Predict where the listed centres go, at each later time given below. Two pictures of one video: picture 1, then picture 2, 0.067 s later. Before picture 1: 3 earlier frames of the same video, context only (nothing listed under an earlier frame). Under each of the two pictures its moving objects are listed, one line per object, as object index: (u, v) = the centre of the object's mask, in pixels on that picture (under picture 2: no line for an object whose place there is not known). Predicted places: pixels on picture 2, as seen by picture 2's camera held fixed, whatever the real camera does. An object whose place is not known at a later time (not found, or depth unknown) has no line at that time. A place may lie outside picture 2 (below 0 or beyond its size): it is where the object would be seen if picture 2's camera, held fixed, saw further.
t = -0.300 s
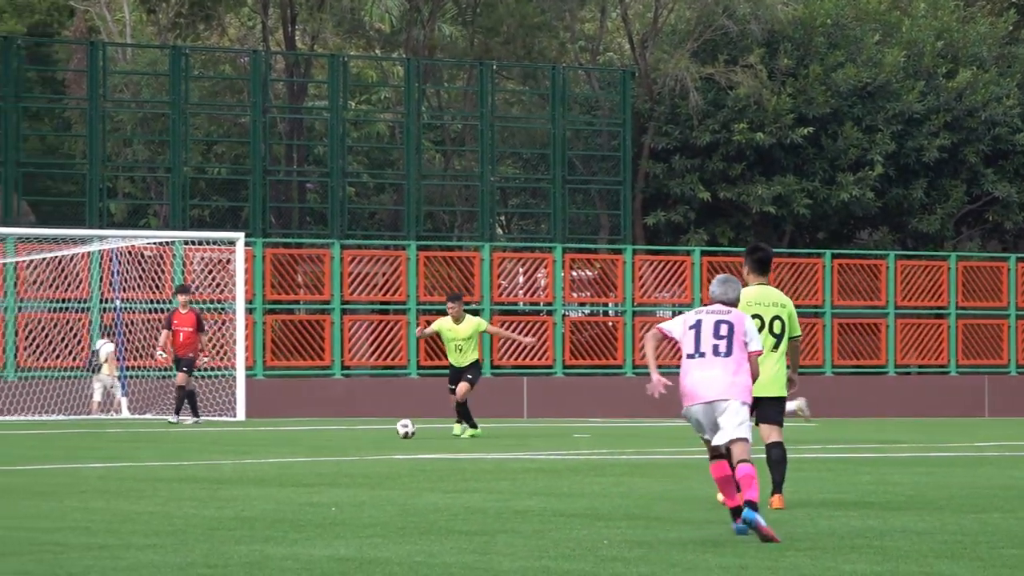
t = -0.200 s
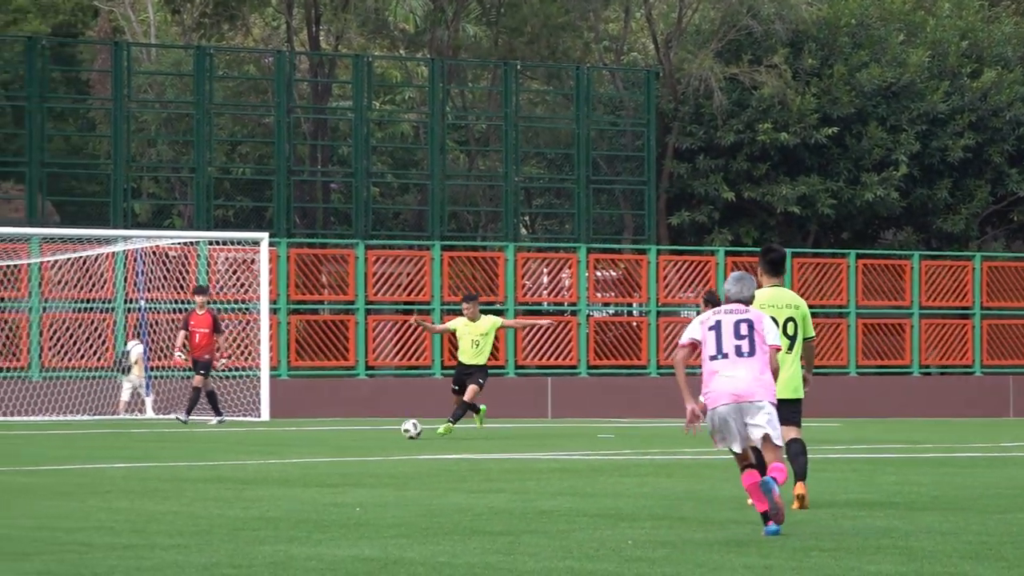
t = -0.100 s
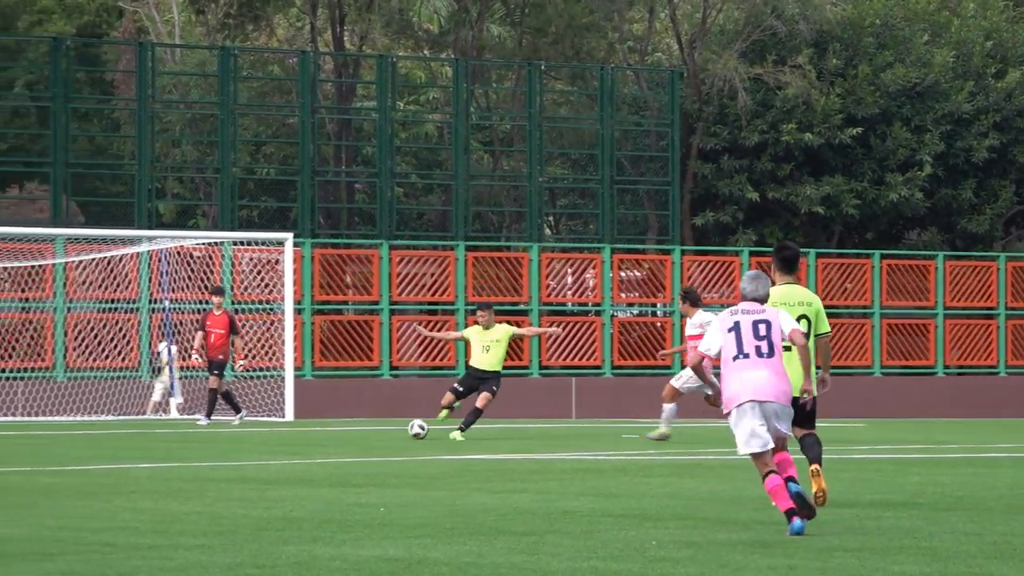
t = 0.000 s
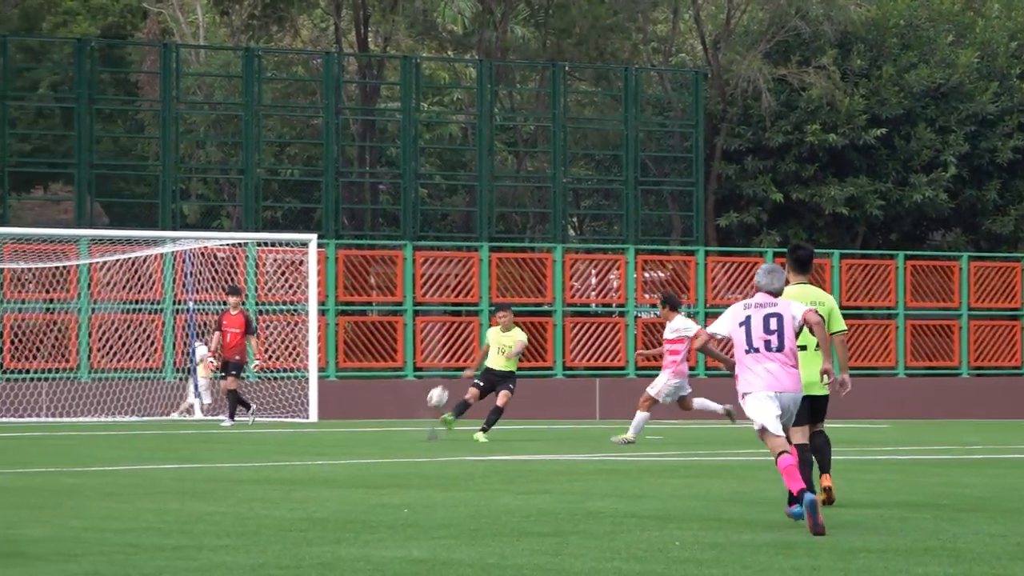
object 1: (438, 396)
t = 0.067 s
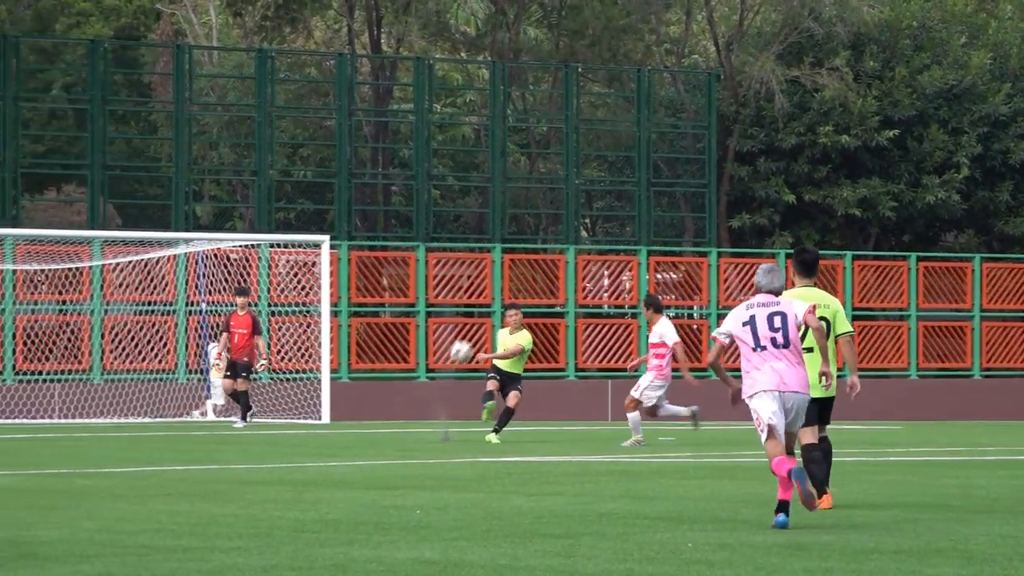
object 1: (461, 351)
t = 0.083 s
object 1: (465, 340)
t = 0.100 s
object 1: (468, 329)
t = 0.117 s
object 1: (472, 318)
